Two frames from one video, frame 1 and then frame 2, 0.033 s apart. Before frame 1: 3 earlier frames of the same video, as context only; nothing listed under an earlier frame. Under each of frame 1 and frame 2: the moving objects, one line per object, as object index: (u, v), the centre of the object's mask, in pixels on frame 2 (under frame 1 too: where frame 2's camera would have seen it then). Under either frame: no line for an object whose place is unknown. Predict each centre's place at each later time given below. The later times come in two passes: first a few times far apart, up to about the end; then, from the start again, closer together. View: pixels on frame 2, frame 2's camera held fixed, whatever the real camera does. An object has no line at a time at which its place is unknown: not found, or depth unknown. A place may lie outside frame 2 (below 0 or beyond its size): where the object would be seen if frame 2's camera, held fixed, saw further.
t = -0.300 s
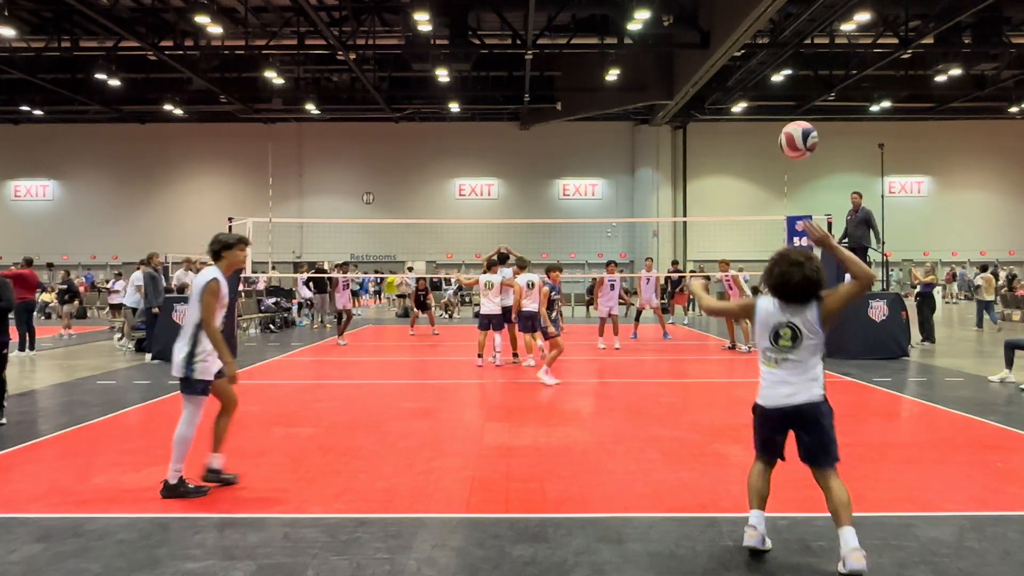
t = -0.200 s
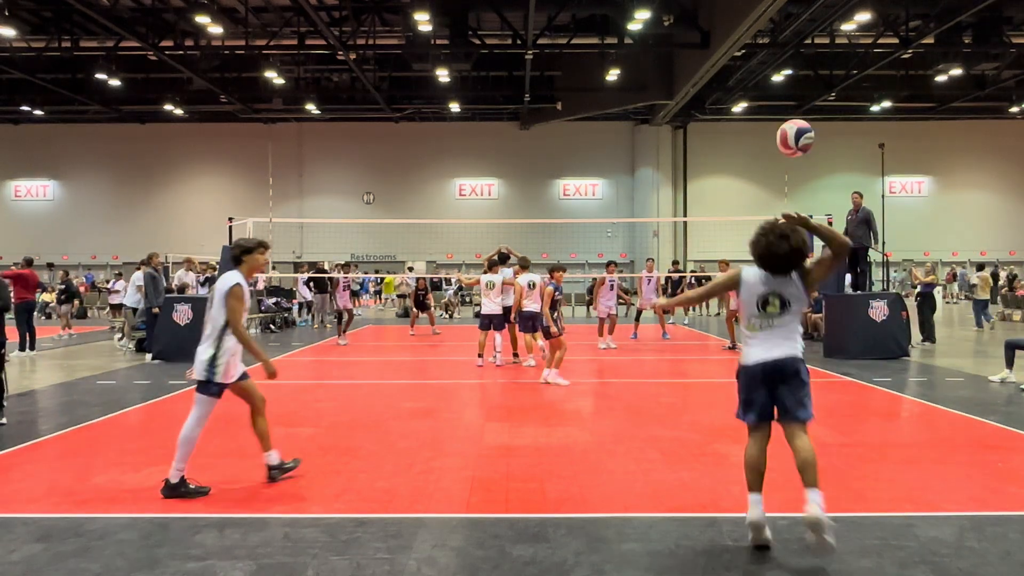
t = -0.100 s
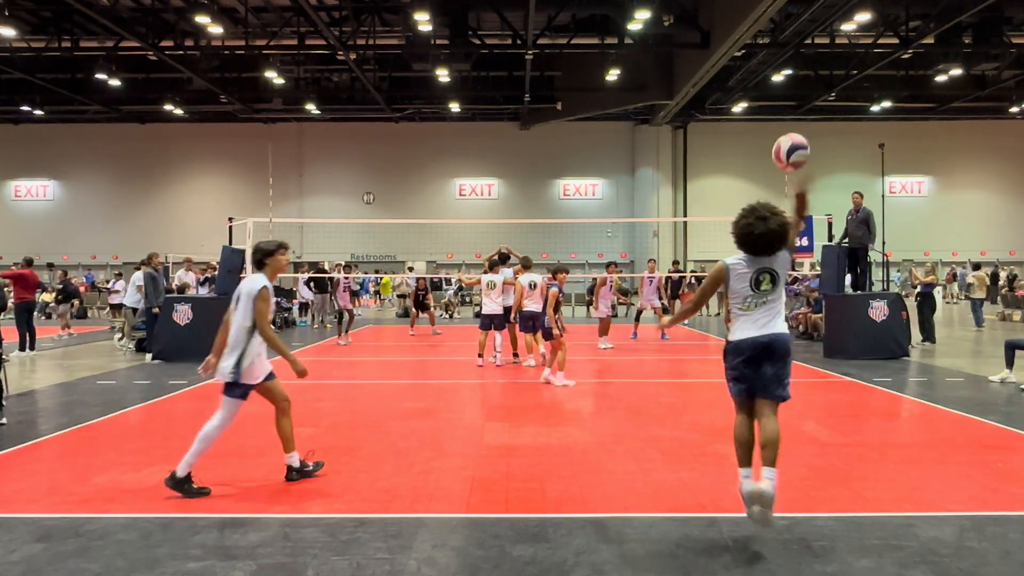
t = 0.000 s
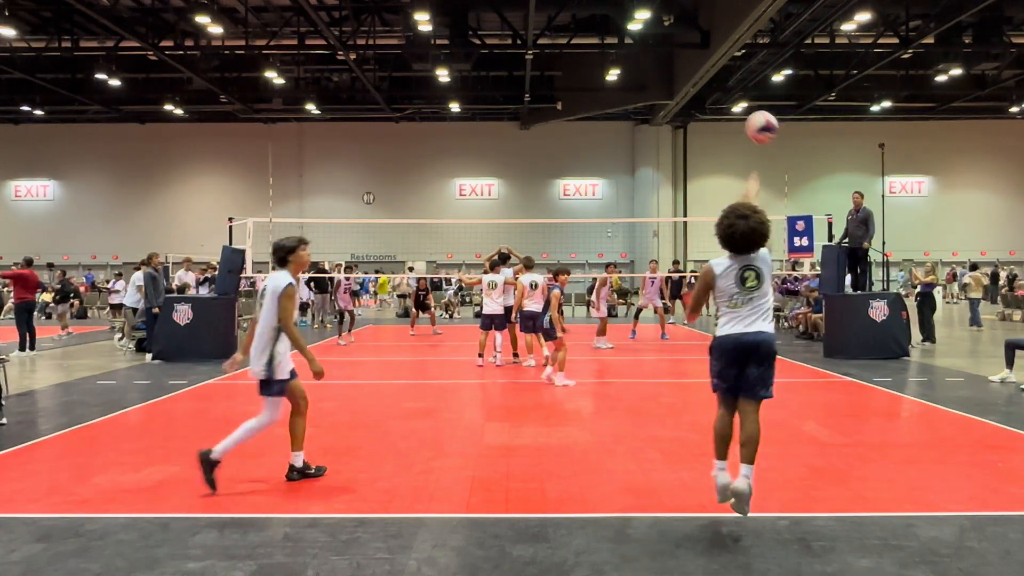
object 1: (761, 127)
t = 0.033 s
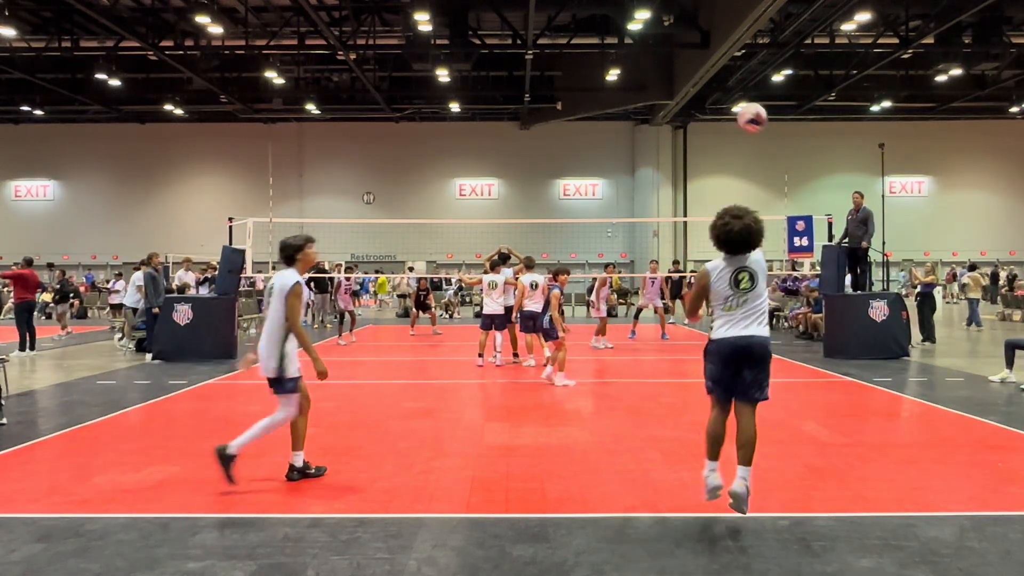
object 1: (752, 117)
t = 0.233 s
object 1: (720, 99)
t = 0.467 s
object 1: (709, 120)
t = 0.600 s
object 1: (707, 143)
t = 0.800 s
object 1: (706, 188)
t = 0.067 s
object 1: (744, 111)
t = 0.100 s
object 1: (737, 106)
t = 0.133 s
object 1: (731, 102)
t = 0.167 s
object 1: (727, 100)
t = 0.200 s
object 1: (723, 99)
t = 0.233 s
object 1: (720, 99)
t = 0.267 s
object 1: (717, 100)
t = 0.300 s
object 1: (715, 102)
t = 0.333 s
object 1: (713, 104)
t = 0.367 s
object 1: (712, 107)
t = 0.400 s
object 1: (711, 111)
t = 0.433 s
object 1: (710, 115)
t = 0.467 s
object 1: (709, 120)
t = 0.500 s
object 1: (708, 125)
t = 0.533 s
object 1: (708, 130)
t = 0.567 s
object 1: (707, 136)
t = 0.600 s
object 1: (707, 143)
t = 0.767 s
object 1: (706, 180)
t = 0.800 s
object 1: (706, 188)
